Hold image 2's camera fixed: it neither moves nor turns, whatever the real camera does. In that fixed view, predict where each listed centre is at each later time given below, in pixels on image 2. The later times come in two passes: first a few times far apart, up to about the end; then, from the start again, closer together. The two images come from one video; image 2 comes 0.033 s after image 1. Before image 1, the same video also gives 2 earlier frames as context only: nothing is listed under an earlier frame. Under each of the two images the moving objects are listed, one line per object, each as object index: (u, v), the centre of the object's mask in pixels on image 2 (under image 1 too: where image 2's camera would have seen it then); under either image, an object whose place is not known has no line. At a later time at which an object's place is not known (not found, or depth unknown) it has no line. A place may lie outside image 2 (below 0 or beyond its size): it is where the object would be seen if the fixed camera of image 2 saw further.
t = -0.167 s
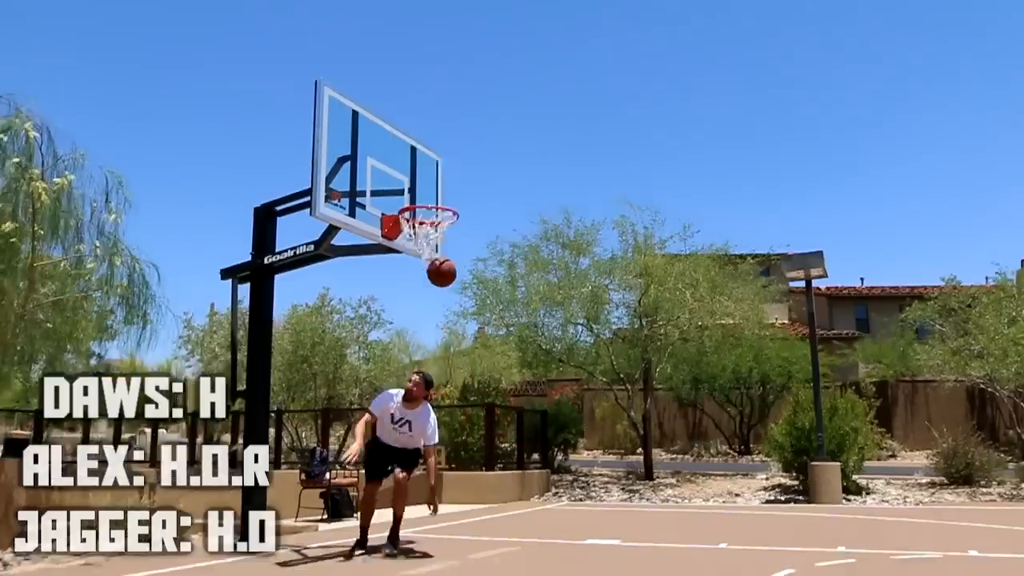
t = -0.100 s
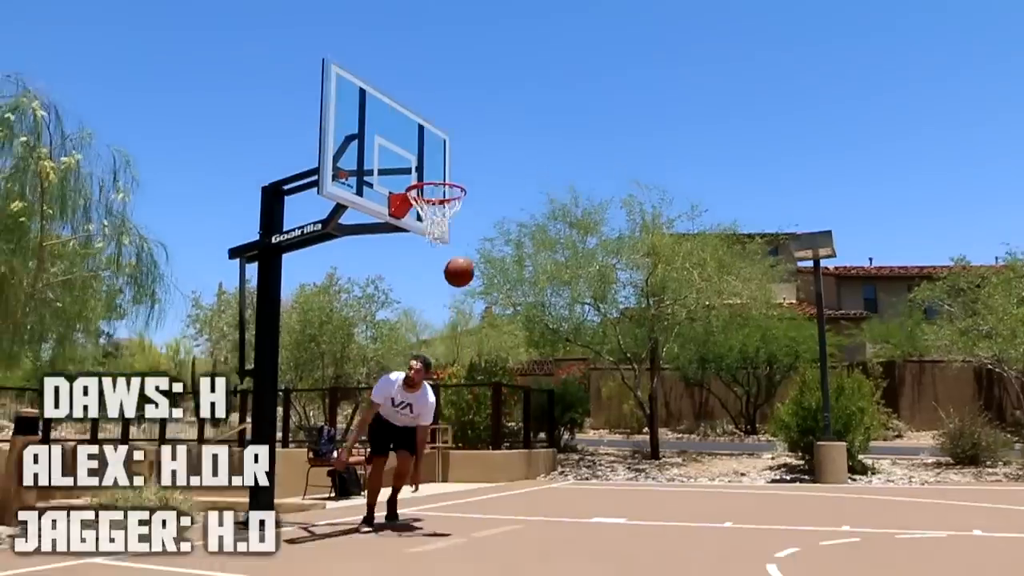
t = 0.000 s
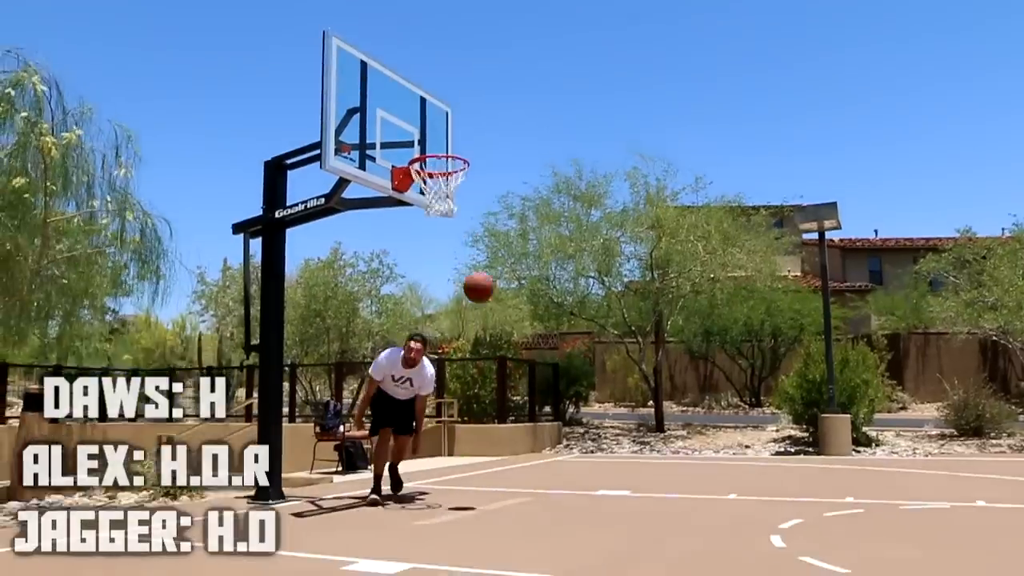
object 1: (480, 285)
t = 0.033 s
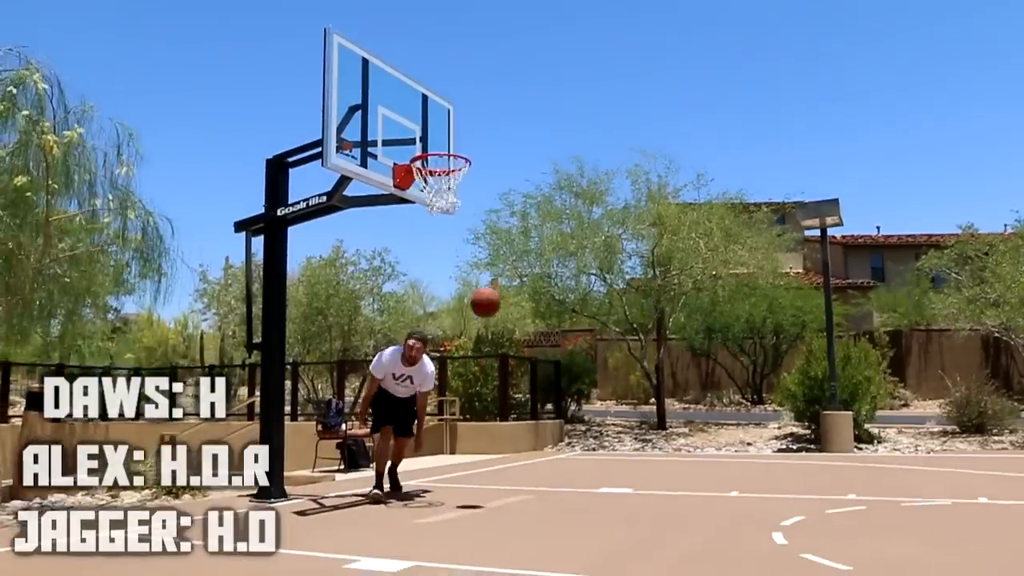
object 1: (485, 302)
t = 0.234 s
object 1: (516, 435)
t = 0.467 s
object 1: (554, 386)
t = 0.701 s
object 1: (593, 284)
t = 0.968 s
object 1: (638, 250)
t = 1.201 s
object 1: (679, 291)
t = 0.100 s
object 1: (496, 341)
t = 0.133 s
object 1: (501, 362)
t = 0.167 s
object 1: (506, 384)
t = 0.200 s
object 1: (511, 408)
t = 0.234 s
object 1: (516, 435)
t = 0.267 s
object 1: (521, 463)
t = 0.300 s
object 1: (526, 492)
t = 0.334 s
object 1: (532, 476)
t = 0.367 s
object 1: (538, 451)
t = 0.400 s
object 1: (543, 427)
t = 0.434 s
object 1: (549, 405)
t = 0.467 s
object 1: (554, 386)
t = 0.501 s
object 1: (560, 367)
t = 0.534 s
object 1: (566, 348)
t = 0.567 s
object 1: (571, 333)
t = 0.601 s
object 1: (577, 318)
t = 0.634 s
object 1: (582, 305)
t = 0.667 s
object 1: (588, 295)
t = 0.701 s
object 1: (593, 284)
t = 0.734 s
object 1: (598, 275)
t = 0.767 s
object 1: (604, 267)
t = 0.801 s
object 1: (610, 261)
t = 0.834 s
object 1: (616, 256)
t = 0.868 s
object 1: (621, 252)
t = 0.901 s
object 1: (626, 251)
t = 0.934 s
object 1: (632, 250)
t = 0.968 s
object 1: (638, 250)
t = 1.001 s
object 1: (644, 252)
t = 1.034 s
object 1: (650, 255)
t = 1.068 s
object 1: (655, 260)
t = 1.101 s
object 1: (661, 265)
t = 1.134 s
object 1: (667, 273)
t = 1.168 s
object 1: (673, 281)
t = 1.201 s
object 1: (679, 291)
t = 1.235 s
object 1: (685, 303)
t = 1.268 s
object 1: (691, 316)
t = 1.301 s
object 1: (698, 331)
